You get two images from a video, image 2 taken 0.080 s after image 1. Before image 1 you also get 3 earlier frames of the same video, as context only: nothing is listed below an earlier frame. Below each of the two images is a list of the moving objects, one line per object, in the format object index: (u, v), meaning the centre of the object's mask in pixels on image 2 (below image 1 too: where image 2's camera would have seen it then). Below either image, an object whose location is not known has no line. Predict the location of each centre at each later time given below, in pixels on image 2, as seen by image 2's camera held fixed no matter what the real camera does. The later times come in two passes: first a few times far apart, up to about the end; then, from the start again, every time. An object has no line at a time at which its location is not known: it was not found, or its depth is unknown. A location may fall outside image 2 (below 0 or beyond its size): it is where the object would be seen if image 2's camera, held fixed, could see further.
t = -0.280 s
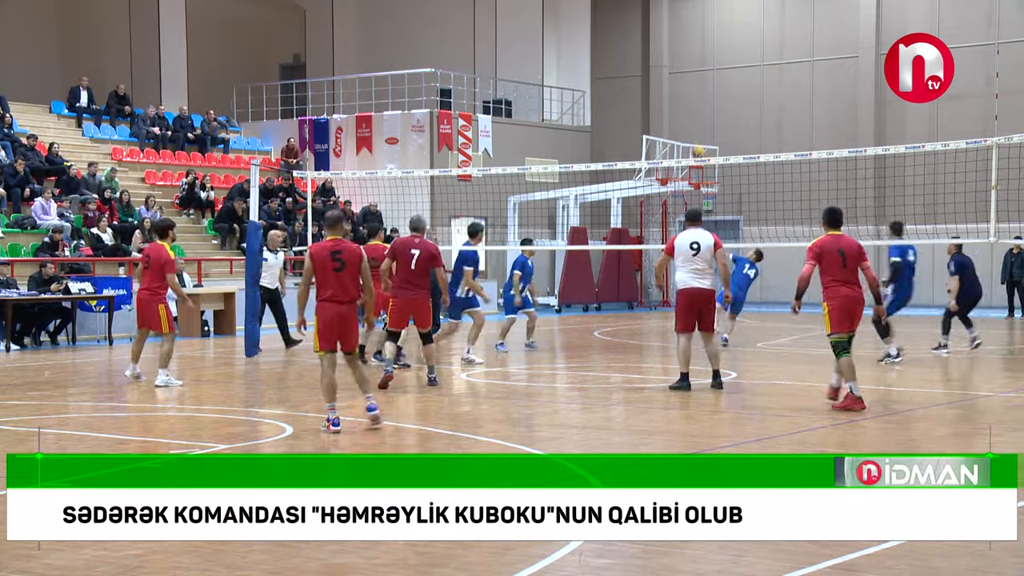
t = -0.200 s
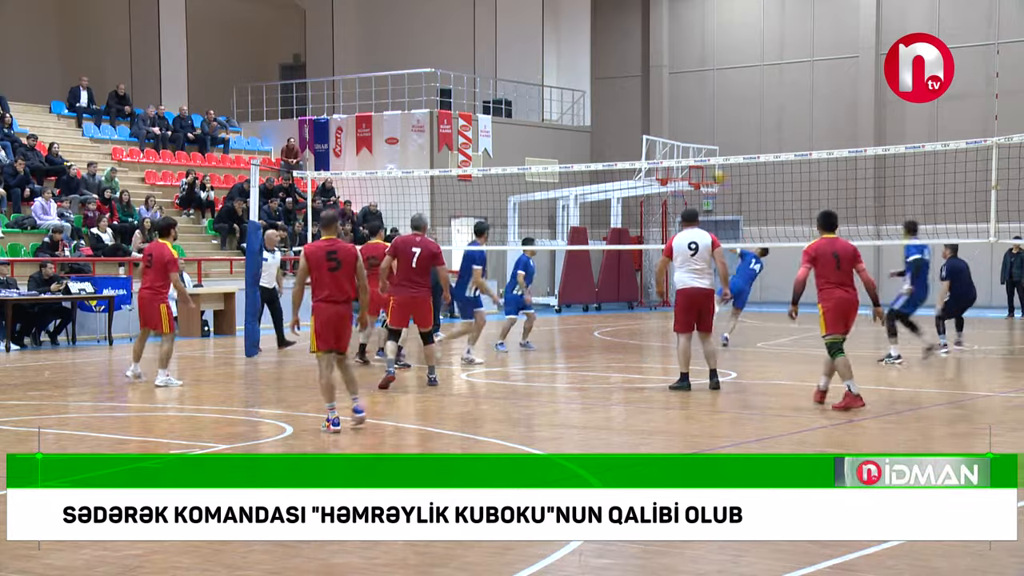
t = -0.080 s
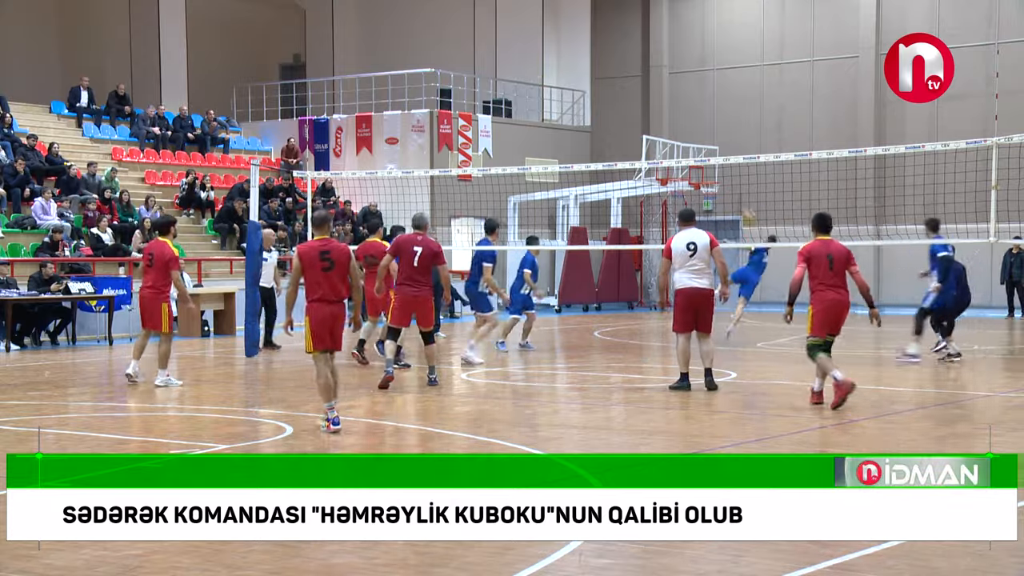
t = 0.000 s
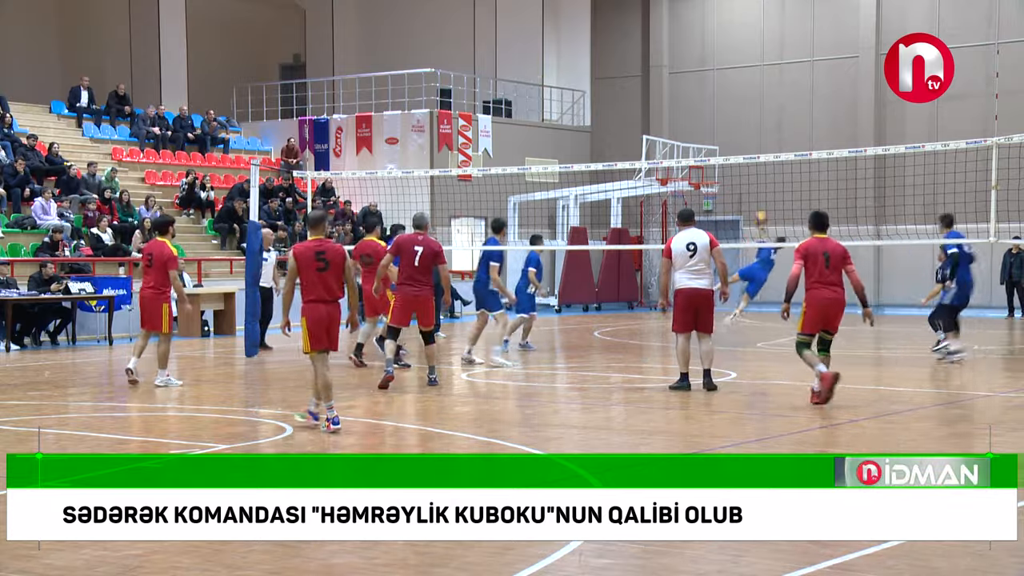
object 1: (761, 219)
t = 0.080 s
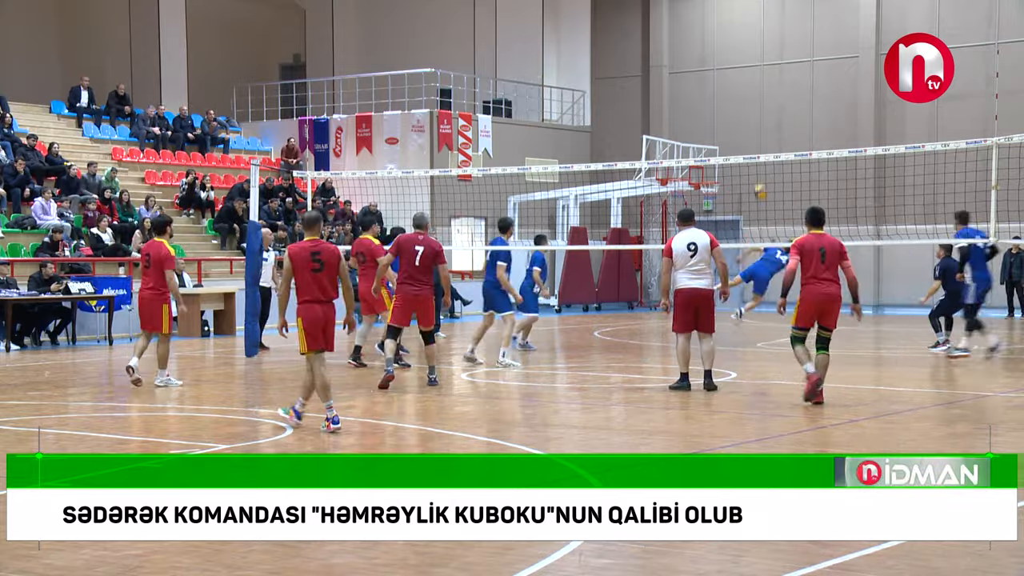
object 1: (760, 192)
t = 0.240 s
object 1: (760, 149)
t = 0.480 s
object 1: (760, 115)
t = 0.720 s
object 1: (760, 124)
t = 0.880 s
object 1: (760, 150)
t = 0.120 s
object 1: (759, 179)
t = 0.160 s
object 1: (760, 170)
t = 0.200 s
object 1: (761, 152)
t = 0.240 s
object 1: (760, 149)
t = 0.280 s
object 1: (760, 140)
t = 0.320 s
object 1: (760, 133)
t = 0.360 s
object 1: (760, 127)
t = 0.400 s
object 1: (760, 122)
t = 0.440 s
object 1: (759, 118)
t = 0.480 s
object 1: (760, 115)
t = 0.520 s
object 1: (760, 113)
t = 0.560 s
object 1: (760, 113)
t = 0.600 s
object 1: (760, 114)
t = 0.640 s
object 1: (760, 116)
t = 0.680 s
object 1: (760, 119)
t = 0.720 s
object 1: (760, 124)
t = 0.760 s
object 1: (759, 130)
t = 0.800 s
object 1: (760, 137)
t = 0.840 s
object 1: (760, 145)
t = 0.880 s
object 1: (760, 150)
